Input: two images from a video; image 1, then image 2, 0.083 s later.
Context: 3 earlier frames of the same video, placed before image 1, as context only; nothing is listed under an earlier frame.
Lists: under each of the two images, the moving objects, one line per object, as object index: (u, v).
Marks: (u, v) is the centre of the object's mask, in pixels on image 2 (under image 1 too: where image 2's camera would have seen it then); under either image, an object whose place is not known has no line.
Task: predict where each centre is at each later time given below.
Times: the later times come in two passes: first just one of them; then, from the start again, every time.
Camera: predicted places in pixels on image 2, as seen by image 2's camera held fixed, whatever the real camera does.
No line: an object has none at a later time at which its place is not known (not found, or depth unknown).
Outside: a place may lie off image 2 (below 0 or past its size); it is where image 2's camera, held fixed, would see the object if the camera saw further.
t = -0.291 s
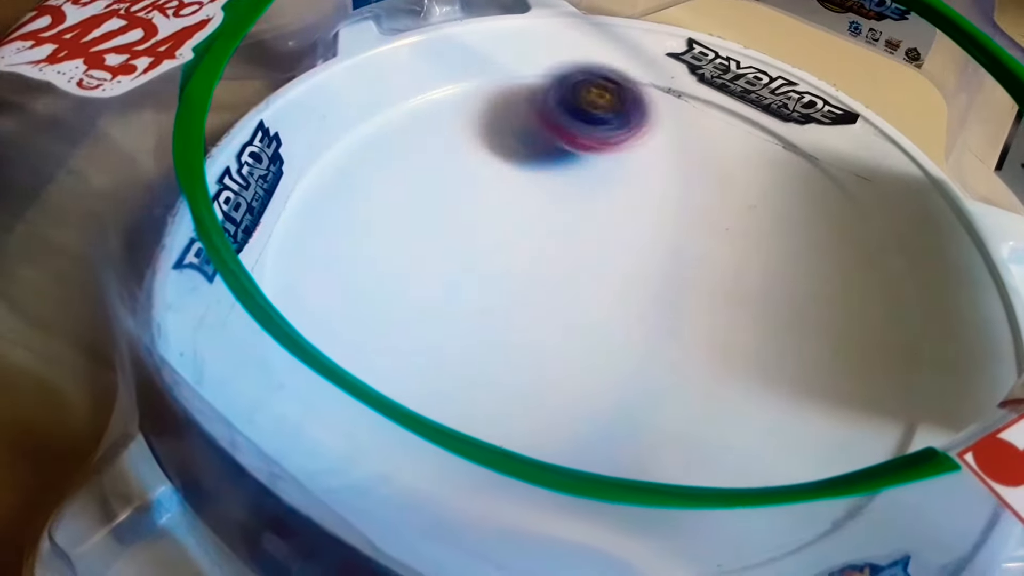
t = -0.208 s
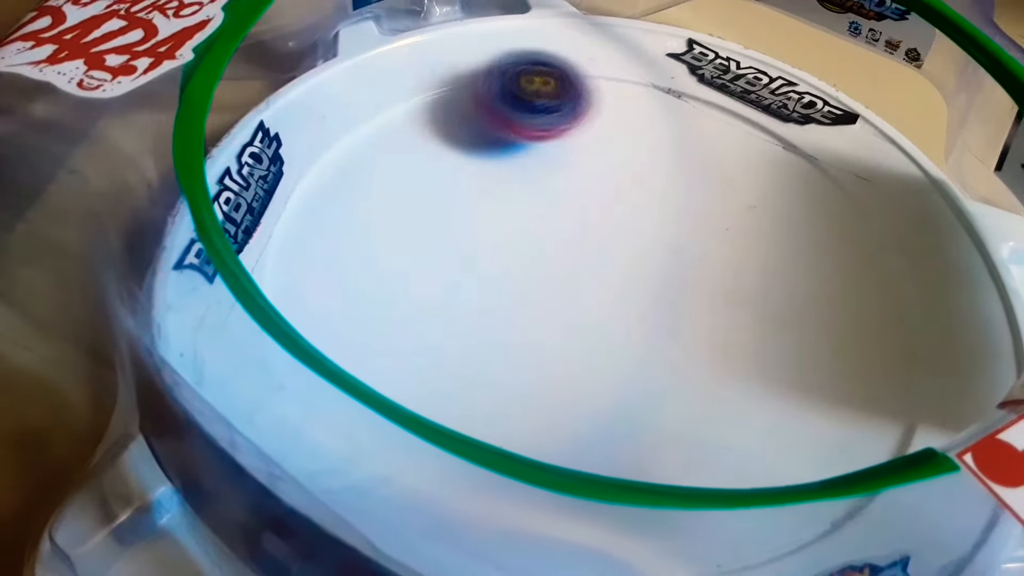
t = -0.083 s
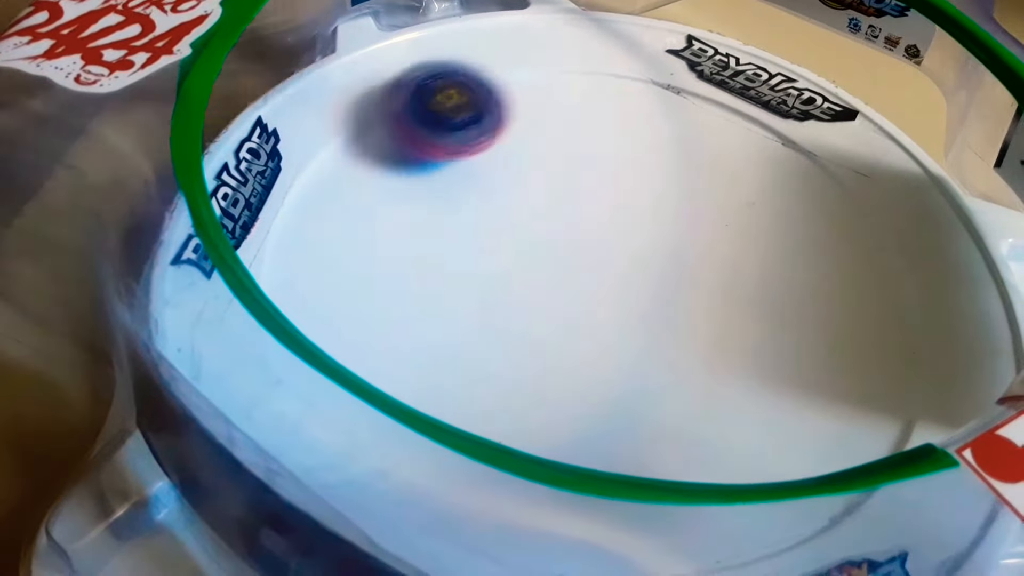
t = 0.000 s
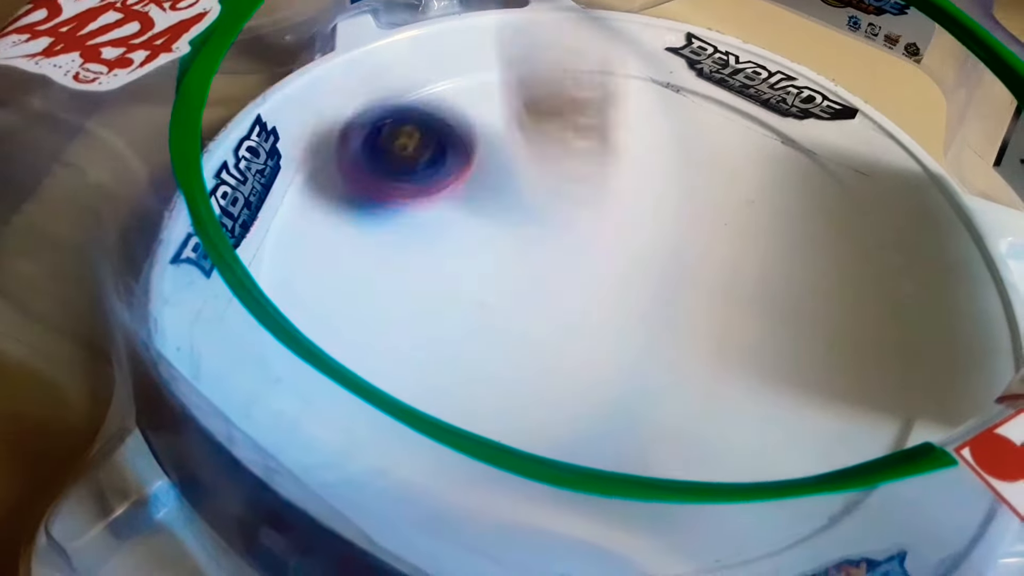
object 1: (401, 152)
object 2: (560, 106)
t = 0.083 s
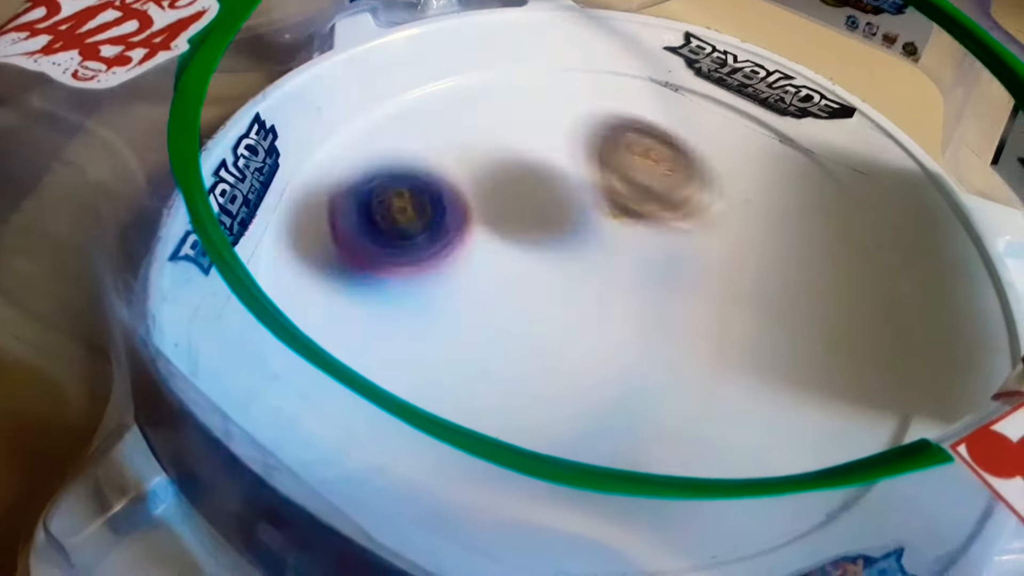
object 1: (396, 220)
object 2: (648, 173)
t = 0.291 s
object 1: (580, 363)
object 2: (860, 354)
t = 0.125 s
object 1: (413, 260)
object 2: (691, 215)
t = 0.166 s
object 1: (441, 295)
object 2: (694, 265)
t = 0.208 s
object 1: (479, 326)
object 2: (740, 297)
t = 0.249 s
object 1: (525, 348)
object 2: (827, 323)
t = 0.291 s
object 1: (580, 363)
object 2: (860, 354)
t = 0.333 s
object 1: (645, 372)
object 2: (877, 380)
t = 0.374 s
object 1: (710, 377)
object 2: (873, 396)
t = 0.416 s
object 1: (676, 334)
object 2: (938, 398)
